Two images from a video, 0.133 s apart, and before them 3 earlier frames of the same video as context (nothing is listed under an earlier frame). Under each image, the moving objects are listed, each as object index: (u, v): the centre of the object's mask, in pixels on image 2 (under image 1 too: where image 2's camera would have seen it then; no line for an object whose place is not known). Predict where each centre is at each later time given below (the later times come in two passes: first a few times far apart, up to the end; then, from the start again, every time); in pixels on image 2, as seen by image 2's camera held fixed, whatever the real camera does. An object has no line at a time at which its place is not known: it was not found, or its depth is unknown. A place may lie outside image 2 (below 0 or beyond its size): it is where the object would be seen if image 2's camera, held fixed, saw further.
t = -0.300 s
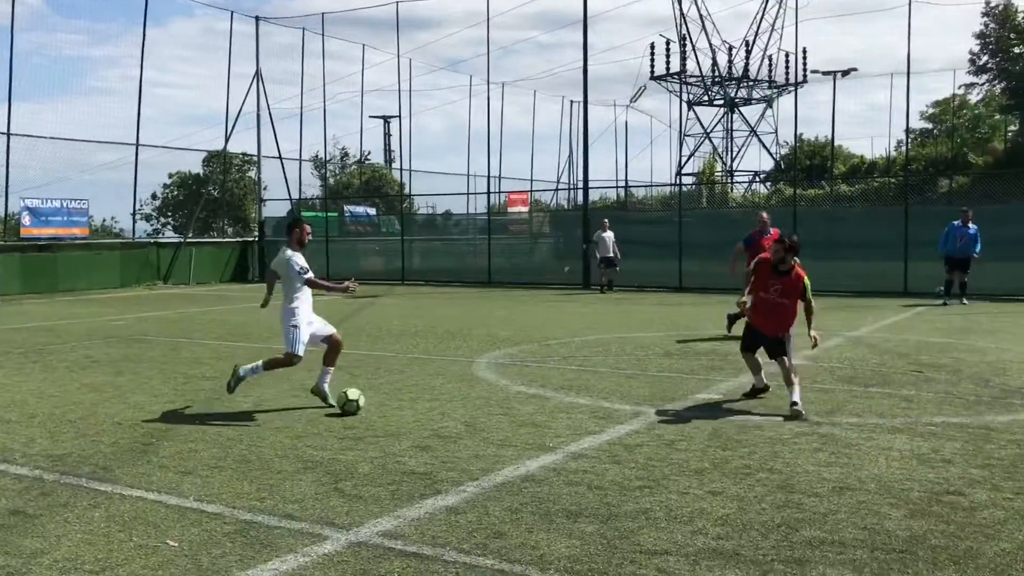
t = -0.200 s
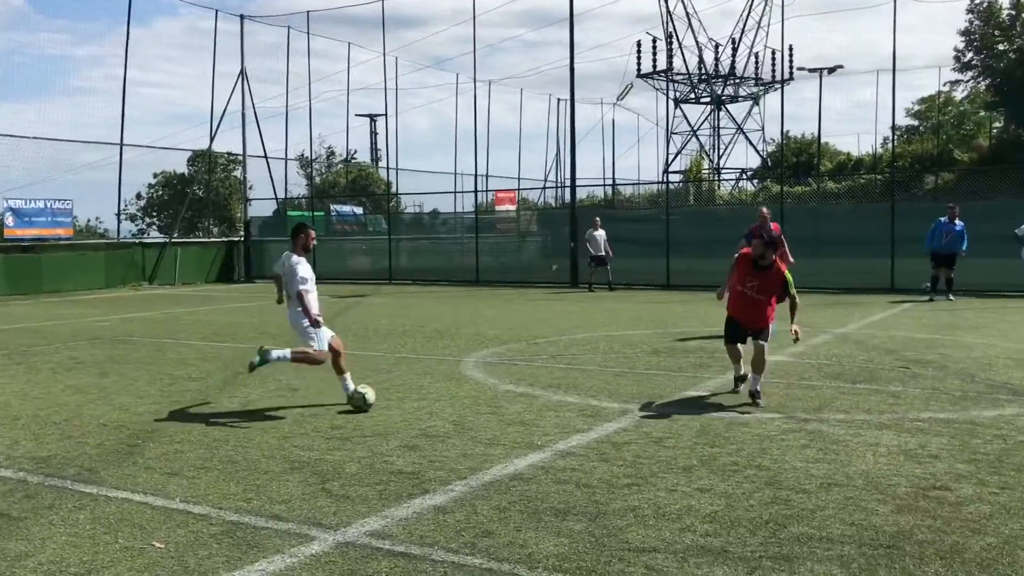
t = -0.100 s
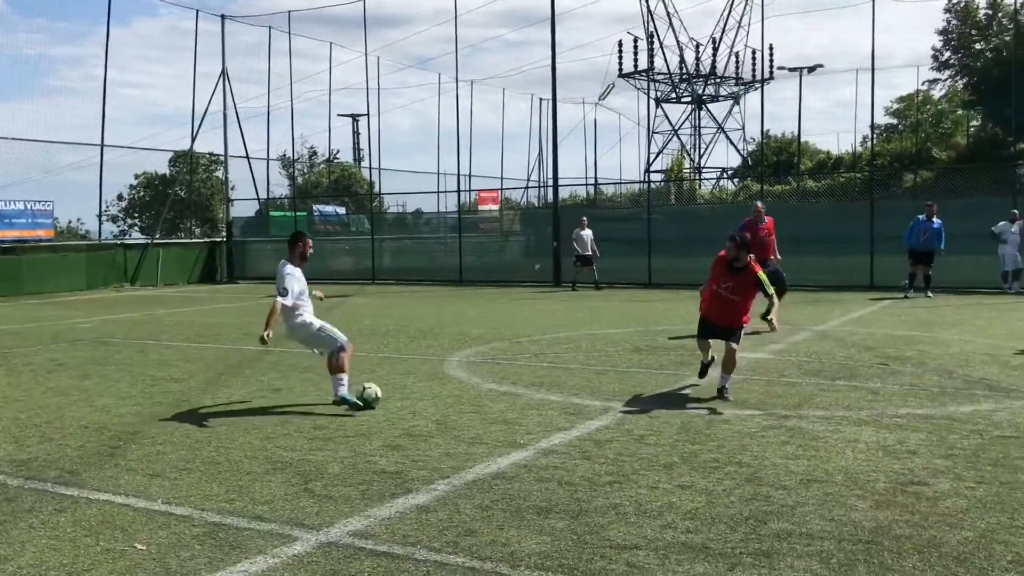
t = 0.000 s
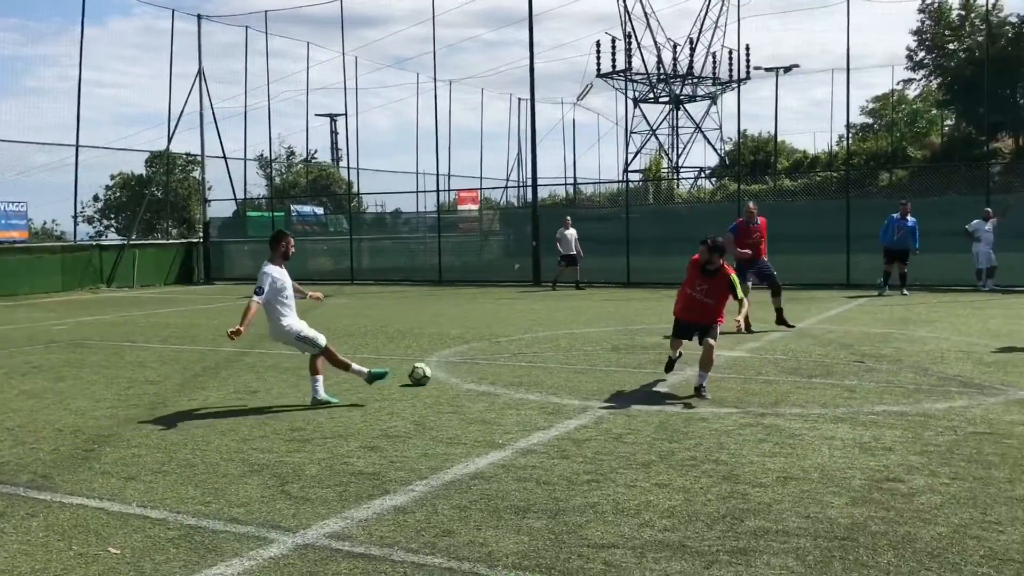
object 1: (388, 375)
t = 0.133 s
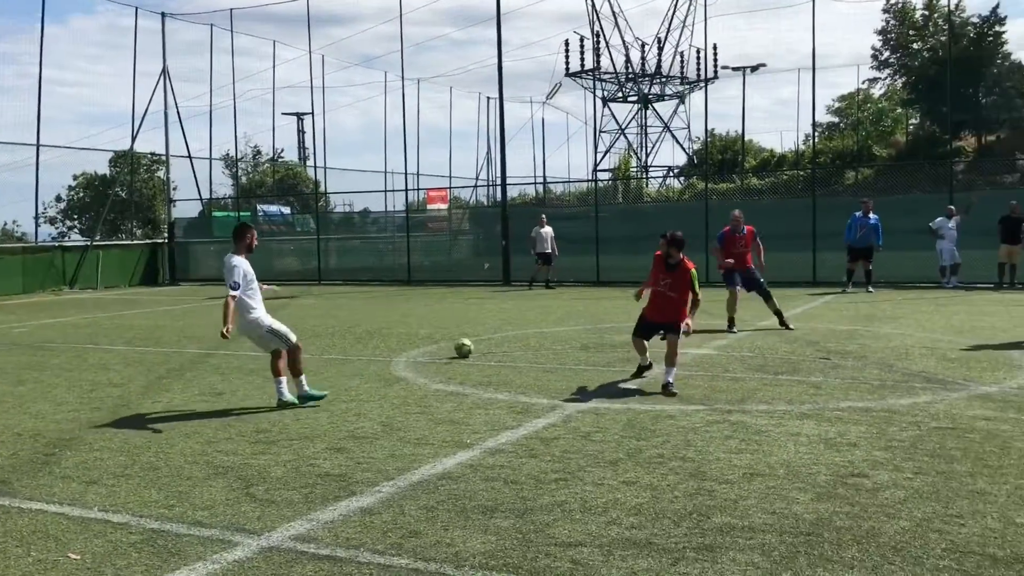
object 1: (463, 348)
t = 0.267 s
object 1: (513, 331)
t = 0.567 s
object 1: (573, 305)
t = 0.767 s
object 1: (596, 299)
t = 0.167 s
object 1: (478, 343)
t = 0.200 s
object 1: (491, 339)
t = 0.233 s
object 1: (502, 335)
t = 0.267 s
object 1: (513, 331)
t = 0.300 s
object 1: (522, 327)
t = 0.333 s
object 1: (531, 324)
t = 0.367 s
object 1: (538, 320)
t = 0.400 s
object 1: (546, 317)
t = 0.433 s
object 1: (552, 315)
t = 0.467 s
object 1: (558, 314)
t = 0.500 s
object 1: (564, 312)
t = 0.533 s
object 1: (568, 308)
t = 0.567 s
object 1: (573, 305)
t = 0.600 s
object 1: (578, 303)
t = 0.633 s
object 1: (582, 301)
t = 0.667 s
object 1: (586, 301)
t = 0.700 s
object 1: (590, 301)
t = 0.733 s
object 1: (593, 302)
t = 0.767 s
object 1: (596, 299)
